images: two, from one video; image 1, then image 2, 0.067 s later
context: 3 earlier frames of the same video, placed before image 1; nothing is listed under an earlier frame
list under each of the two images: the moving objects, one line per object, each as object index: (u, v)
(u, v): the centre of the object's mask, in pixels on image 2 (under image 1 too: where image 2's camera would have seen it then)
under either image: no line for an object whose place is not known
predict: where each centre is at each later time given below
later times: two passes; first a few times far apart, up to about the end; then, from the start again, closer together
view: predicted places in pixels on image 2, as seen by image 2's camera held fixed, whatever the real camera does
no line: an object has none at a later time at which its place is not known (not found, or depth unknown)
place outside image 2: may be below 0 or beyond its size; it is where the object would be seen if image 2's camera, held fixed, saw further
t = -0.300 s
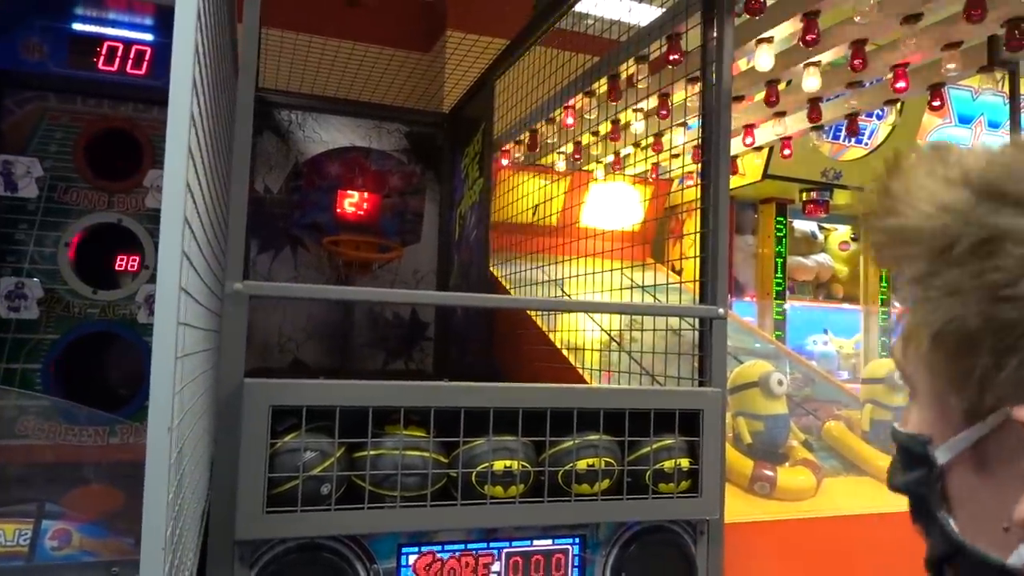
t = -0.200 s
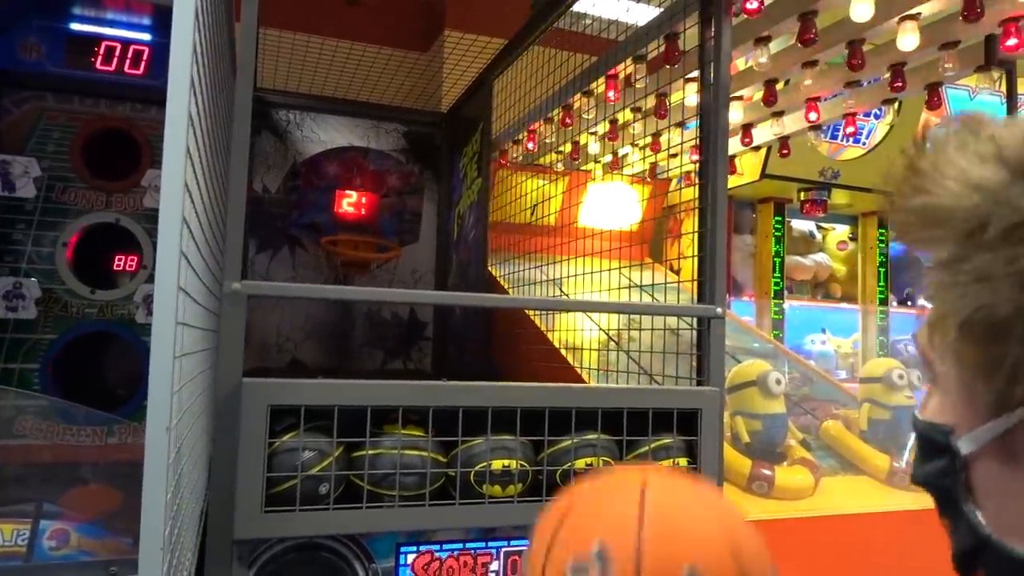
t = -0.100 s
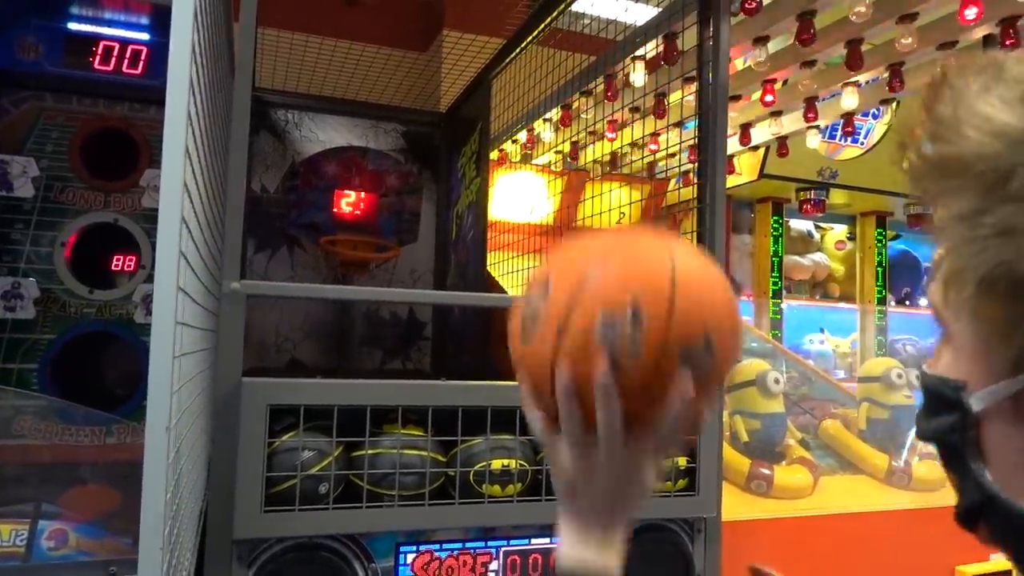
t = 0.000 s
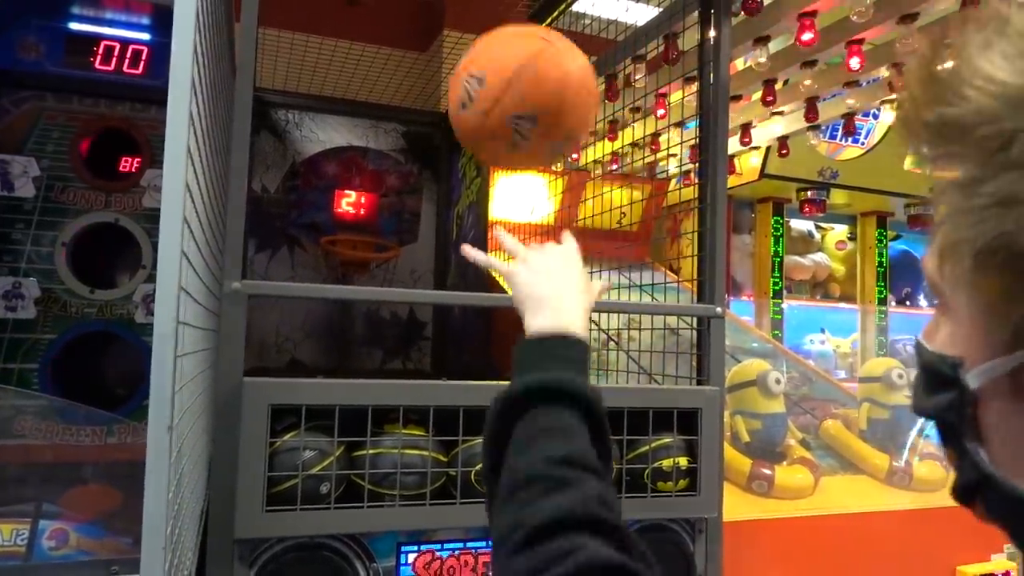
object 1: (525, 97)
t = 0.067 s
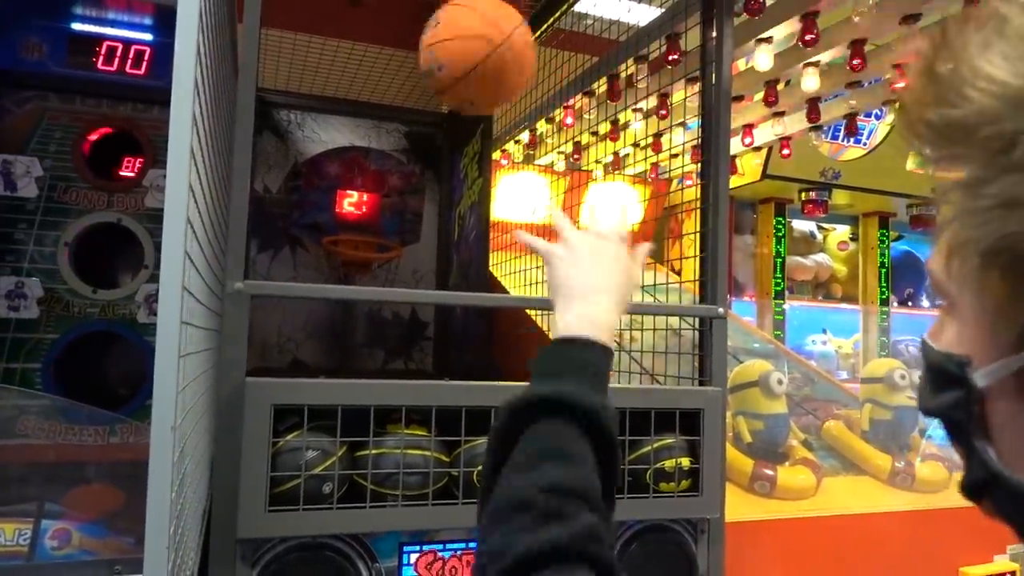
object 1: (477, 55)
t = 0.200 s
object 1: (421, 65)
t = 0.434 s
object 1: (372, 193)
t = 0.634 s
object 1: (366, 154)
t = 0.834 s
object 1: (368, 86)
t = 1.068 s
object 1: (362, 176)
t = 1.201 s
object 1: (351, 361)
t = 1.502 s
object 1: (459, 366)
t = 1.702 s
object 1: (559, 359)
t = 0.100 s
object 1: (459, 49)
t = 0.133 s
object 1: (444, 48)
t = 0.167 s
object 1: (432, 54)
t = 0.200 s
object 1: (421, 65)
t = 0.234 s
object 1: (412, 78)
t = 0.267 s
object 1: (404, 92)
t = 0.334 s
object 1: (390, 127)
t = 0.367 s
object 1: (384, 147)
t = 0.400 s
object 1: (377, 170)
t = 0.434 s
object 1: (372, 193)
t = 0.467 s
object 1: (367, 216)
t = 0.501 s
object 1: (360, 244)
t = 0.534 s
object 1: (363, 218)
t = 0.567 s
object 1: (364, 194)
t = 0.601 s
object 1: (364, 172)
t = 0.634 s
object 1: (366, 154)
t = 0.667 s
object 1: (366, 134)
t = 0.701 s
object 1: (366, 120)
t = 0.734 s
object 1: (366, 107)
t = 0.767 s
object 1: (368, 97)
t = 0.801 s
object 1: (369, 90)
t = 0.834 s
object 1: (368, 86)
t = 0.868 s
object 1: (368, 85)
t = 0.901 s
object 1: (368, 87)
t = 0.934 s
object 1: (367, 95)
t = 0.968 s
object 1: (366, 106)
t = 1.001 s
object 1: (365, 123)
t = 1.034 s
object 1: (363, 148)
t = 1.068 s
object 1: (362, 176)
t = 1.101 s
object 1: (359, 215)
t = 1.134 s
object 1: (358, 254)
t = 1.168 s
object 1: (353, 328)
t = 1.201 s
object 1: (351, 361)
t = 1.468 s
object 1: (439, 374)
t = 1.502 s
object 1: (459, 366)
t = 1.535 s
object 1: (480, 360)
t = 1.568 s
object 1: (500, 355)
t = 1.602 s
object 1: (519, 353)
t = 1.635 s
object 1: (536, 354)
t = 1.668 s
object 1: (553, 357)
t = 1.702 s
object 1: (559, 359)
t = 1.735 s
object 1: (553, 361)
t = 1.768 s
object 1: (547, 366)
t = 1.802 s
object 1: (541, 371)
